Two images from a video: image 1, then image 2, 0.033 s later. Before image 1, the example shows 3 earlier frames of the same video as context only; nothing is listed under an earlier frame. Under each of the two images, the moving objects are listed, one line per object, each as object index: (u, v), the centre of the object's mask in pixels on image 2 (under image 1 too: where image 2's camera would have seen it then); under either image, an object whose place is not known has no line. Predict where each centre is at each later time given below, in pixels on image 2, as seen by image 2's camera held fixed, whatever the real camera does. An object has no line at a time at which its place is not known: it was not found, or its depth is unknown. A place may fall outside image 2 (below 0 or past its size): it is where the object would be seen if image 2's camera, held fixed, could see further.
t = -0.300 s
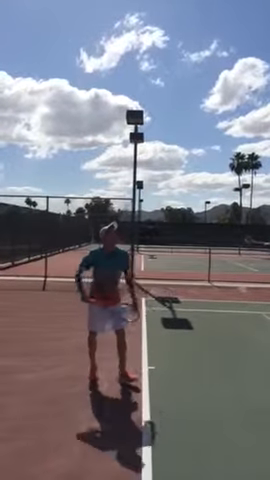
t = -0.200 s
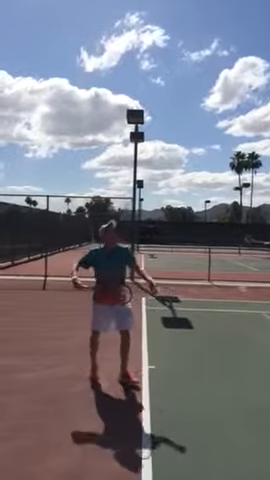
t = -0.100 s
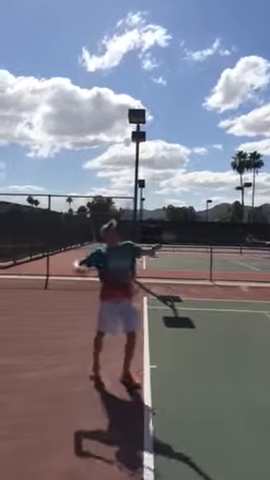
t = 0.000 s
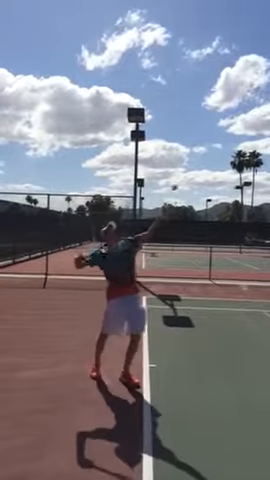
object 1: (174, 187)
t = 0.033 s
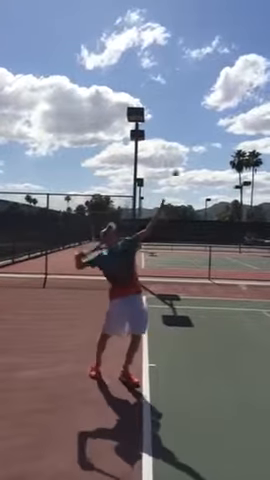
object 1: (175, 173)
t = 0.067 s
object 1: (177, 159)
